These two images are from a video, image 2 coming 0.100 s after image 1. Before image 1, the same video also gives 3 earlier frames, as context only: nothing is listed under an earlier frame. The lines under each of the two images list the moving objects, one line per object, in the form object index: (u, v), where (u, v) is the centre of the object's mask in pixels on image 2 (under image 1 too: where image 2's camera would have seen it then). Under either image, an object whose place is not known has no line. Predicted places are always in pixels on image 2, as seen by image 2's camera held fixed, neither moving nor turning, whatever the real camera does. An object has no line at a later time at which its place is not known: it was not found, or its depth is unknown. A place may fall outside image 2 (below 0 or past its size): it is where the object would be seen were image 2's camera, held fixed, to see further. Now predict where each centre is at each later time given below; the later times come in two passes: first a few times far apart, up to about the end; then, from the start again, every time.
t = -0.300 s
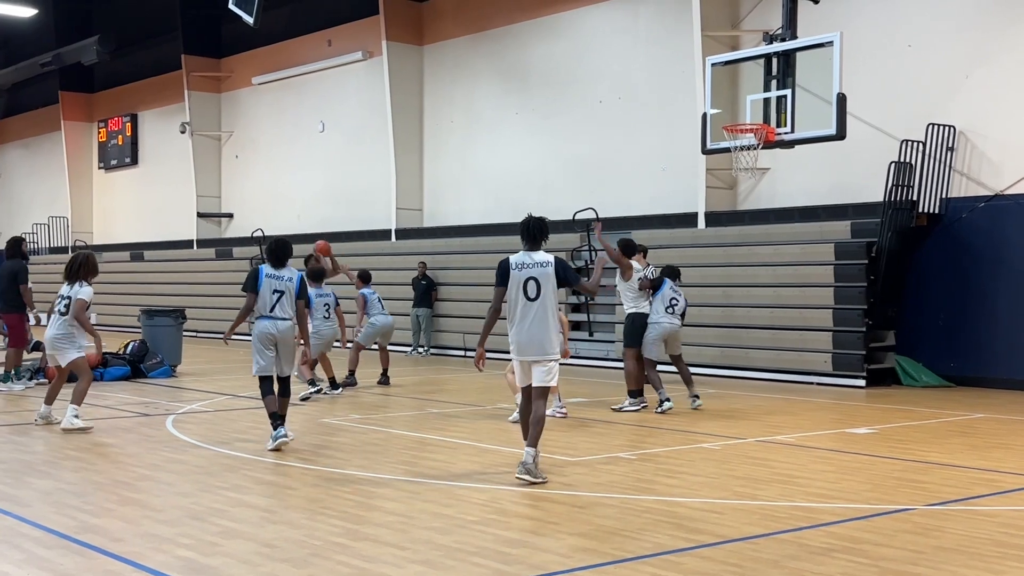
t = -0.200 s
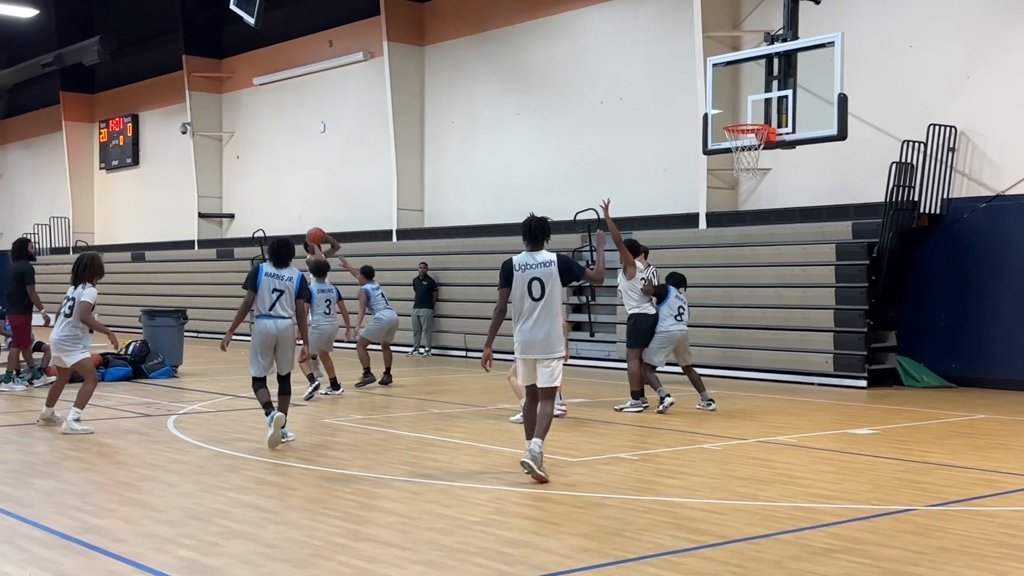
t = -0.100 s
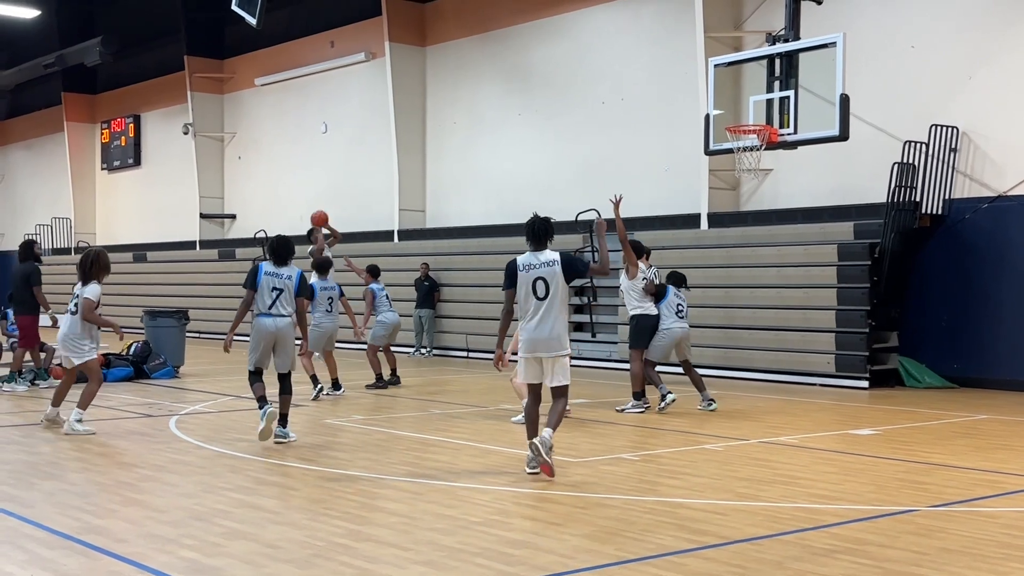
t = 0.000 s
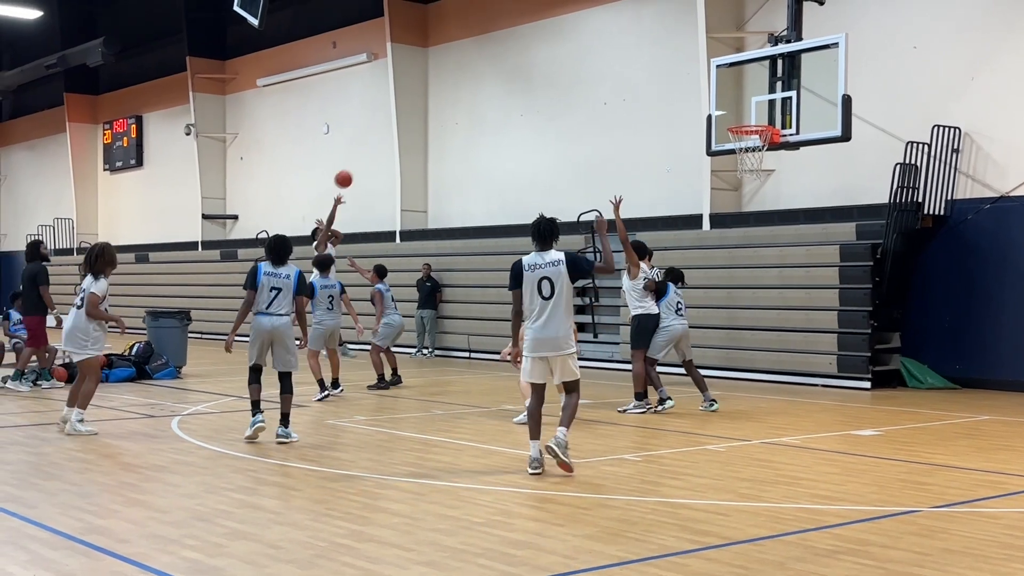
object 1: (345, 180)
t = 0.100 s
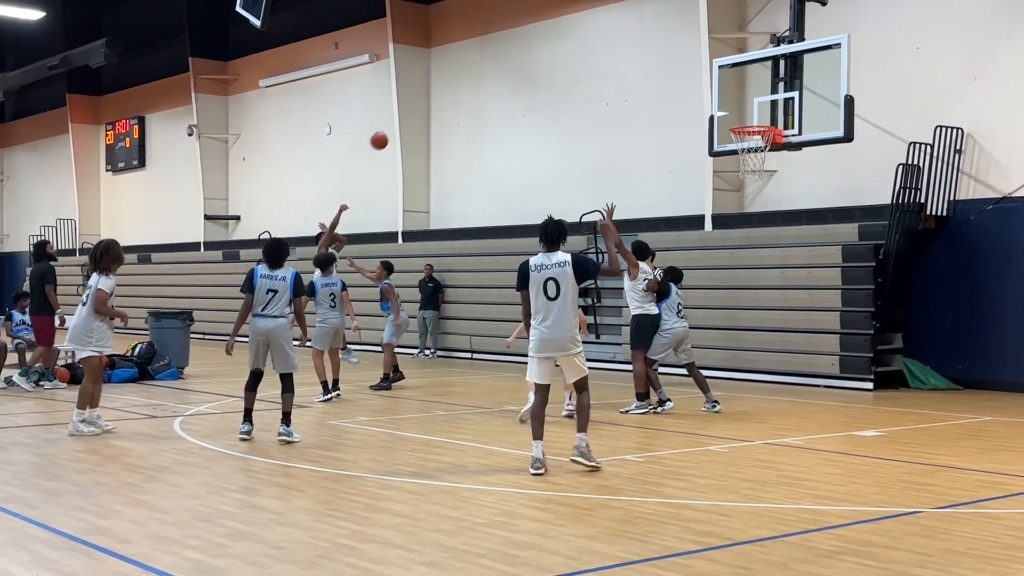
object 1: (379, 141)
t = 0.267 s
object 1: (437, 90)
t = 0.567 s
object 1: (546, 46)
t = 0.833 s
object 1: (649, 65)
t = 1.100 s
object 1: (728, 141)
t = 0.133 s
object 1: (390, 129)
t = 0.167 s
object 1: (402, 118)
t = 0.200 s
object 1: (413, 108)
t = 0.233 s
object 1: (425, 99)
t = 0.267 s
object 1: (437, 90)
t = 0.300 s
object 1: (448, 82)
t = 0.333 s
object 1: (460, 74)
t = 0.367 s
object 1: (472, 68)
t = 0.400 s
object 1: (484, 62)
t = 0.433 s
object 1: (496, 57)
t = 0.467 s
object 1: (508, 53)
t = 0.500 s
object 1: (521, 50)
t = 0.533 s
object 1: (533, 47)
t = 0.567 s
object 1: (546, 46)
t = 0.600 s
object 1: (559, 45)
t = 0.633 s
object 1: (571, 45)
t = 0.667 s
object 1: (584, 46)
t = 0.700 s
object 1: (597, 48)
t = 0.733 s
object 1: (610, 51)
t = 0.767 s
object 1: (623, 55)
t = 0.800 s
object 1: (637, 60)
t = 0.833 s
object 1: (649, 65)
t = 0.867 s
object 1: (663, 72)
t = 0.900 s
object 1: (677, 80)
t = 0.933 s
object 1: (691, 89)
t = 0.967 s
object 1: (705, 99)
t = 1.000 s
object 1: (719, 110)
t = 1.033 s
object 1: (729, 120)
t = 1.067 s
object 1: (729, 127)
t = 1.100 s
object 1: (728, 141)
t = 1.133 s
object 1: (735, 149)
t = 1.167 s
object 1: (738, 162)
